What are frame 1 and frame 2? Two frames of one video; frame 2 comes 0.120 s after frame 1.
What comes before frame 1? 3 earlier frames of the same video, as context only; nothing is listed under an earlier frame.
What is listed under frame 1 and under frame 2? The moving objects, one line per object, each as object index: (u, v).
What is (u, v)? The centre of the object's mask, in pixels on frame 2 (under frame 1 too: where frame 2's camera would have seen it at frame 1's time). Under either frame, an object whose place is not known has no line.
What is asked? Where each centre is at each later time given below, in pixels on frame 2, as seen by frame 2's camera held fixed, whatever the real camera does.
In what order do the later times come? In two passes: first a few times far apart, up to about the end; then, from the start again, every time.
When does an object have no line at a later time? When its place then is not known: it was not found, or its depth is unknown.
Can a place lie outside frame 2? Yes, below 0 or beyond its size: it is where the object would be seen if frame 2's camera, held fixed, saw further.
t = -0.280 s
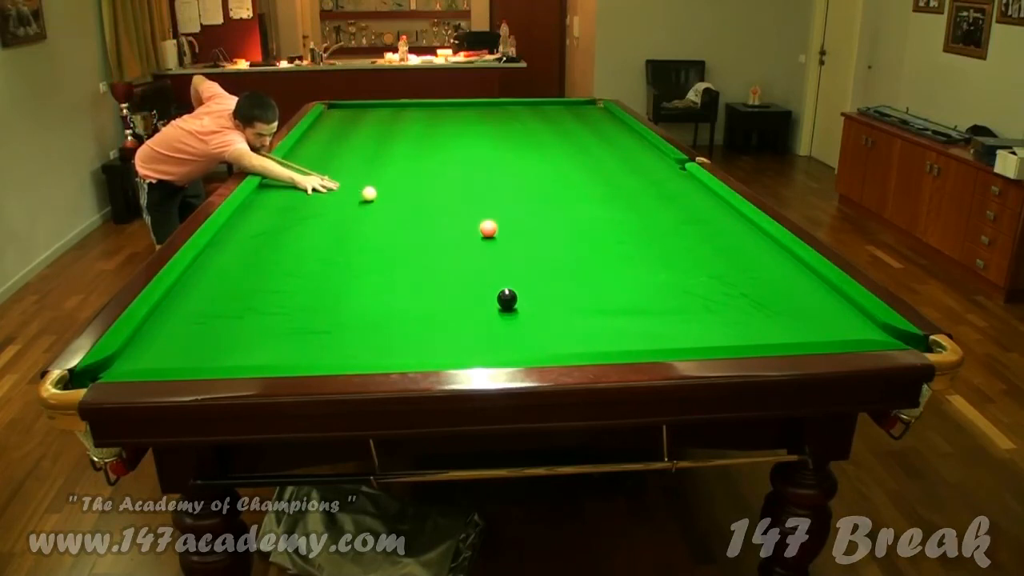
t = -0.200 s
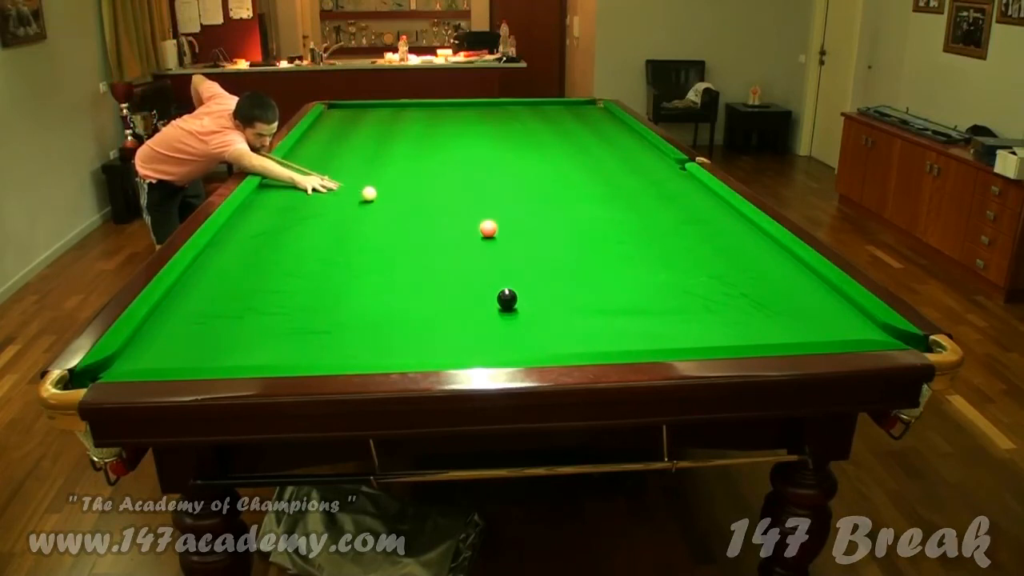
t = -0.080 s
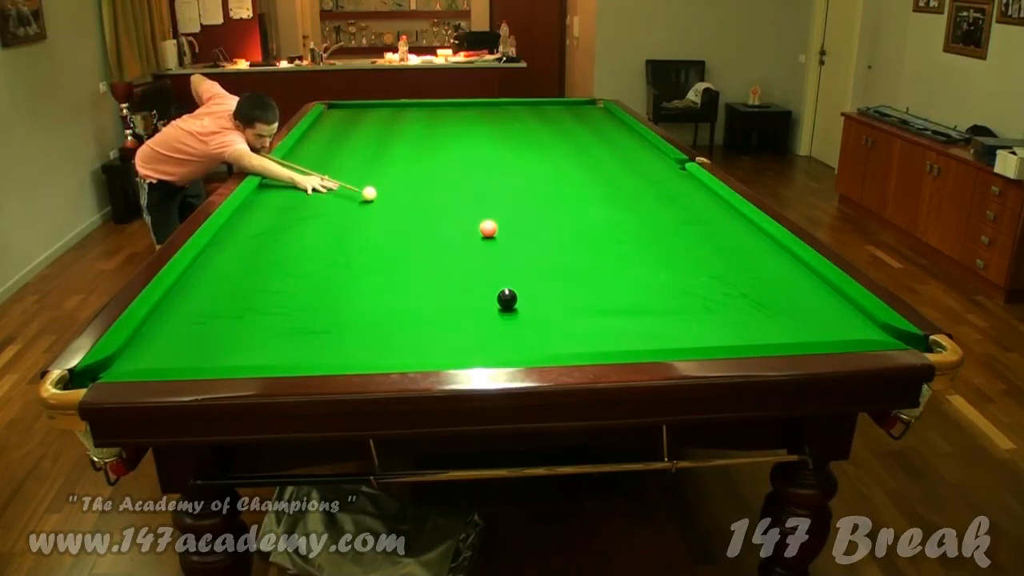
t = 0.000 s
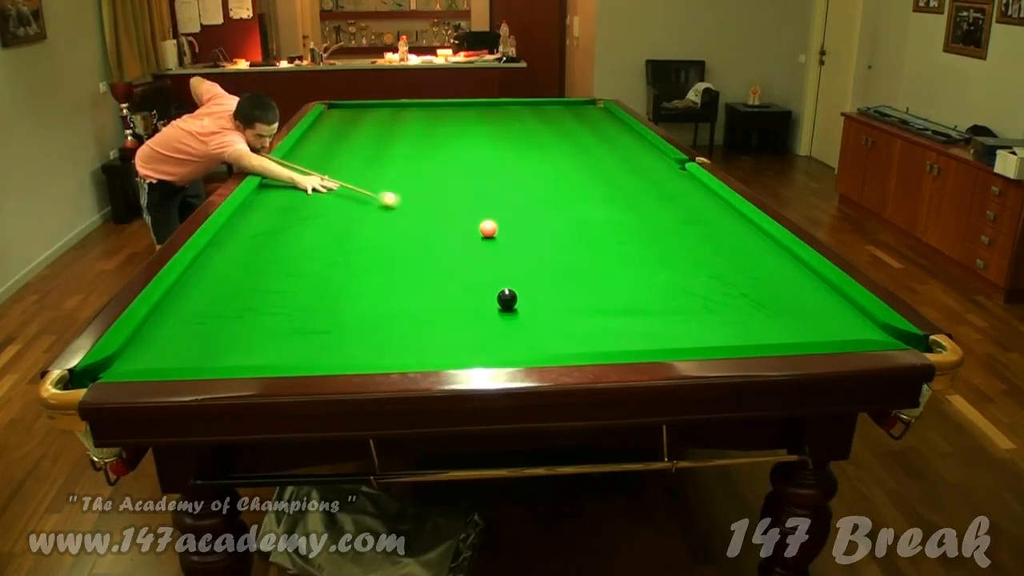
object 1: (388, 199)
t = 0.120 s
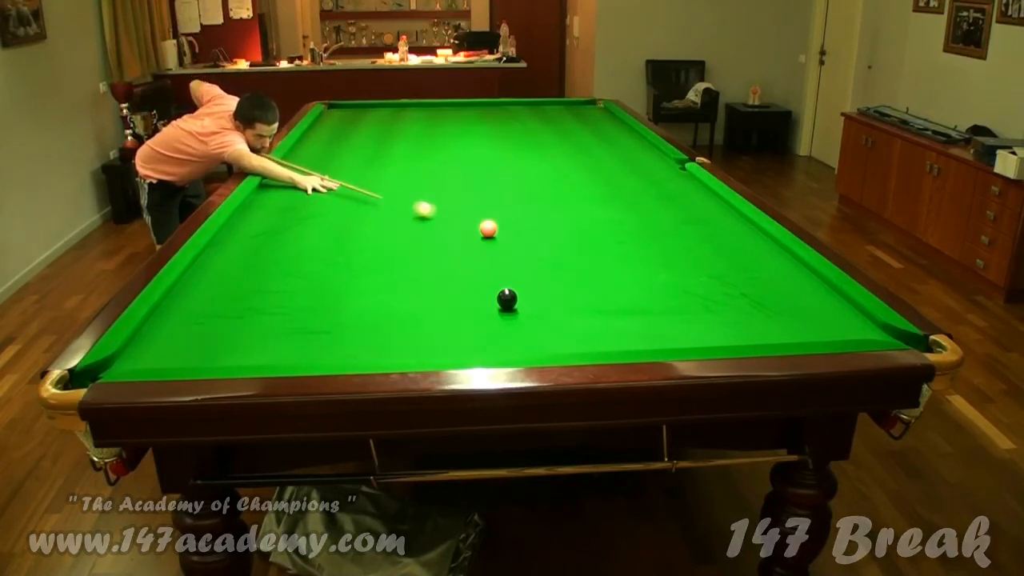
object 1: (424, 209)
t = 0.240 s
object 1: (456, 219)
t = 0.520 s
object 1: (486, 229)
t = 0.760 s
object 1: (501, 234)
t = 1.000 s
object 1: (516, 240)
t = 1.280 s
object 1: (532, 245)
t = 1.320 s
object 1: (534, 246)
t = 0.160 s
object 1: (434, 213)
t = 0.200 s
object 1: (445, 216)
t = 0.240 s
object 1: (456, 219)
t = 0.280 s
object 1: (466, 222)
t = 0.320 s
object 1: (475, 224)
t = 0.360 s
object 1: (477, 226)
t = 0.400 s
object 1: (478, 226)
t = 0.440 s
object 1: (481, 227)
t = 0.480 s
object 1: (483, 228)
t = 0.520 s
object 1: (486, 229)
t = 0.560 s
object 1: (488, 230)
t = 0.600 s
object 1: (491, 231)
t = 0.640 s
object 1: (494, 232)
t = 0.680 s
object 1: (496, 233)
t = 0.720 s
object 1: (499, 233)
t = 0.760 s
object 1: (501, 234)
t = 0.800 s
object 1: (504, 235)
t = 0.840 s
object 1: (506, 236)
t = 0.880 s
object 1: (509, 237)
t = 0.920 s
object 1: (511, 238)
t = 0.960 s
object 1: (513, 239)
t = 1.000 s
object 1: (516, 240)
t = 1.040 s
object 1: (518, 241)
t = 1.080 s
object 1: (521, 242)
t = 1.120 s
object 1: (523, 242)
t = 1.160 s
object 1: (525, 243)
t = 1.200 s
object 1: (528, 244)
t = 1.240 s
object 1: (530, 245)
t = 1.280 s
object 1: (532, 245)
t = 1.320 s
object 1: (534, 246)
